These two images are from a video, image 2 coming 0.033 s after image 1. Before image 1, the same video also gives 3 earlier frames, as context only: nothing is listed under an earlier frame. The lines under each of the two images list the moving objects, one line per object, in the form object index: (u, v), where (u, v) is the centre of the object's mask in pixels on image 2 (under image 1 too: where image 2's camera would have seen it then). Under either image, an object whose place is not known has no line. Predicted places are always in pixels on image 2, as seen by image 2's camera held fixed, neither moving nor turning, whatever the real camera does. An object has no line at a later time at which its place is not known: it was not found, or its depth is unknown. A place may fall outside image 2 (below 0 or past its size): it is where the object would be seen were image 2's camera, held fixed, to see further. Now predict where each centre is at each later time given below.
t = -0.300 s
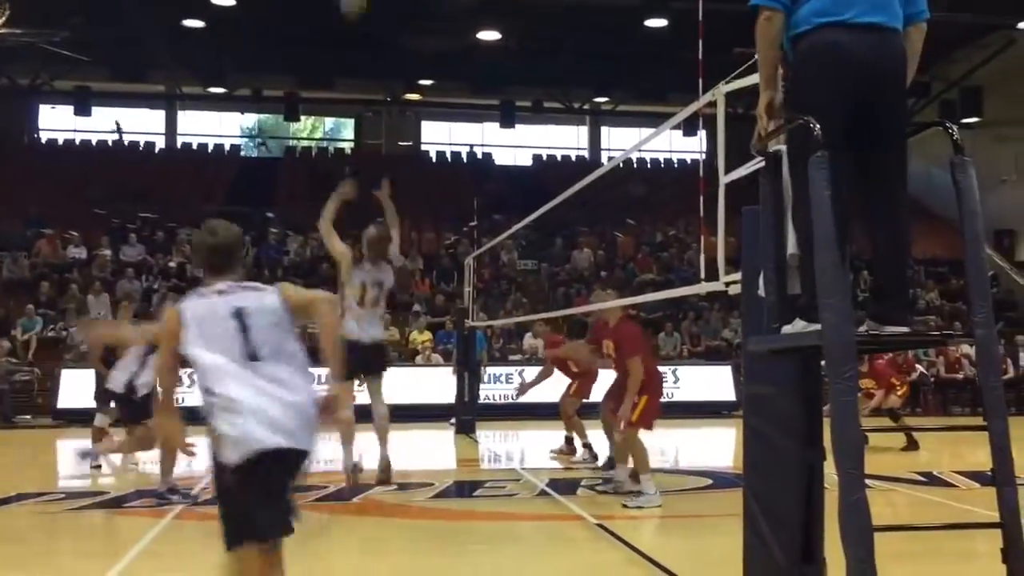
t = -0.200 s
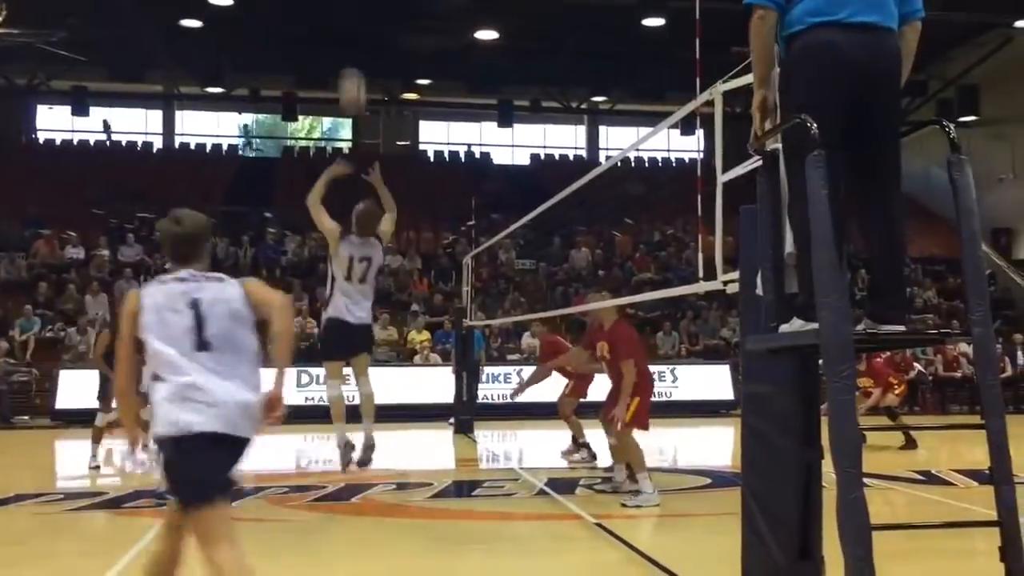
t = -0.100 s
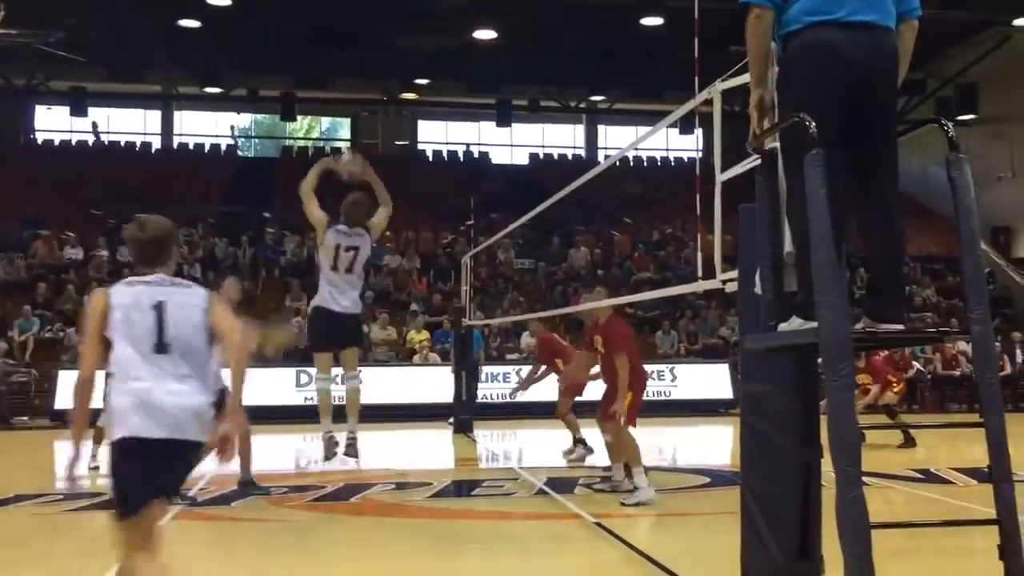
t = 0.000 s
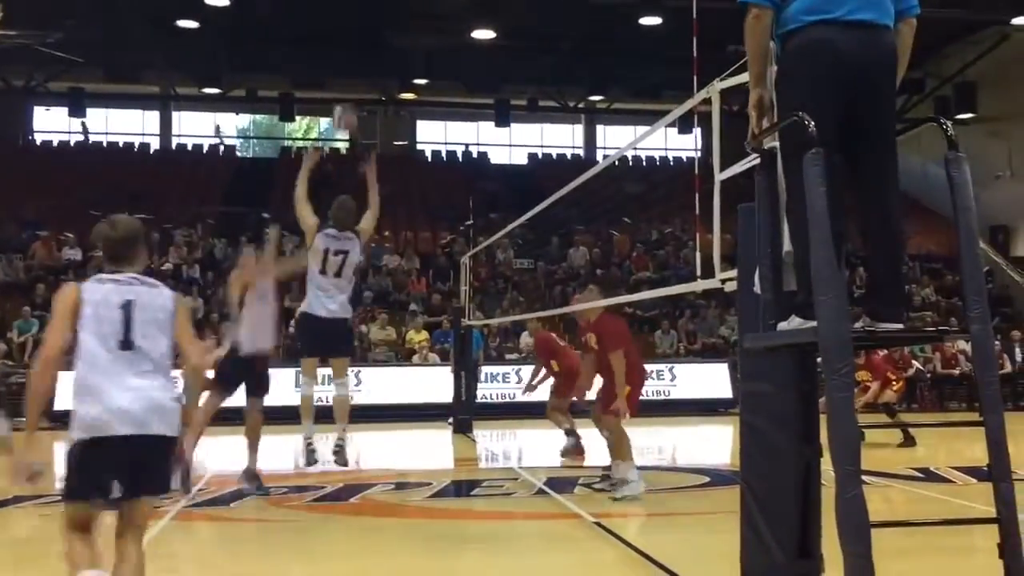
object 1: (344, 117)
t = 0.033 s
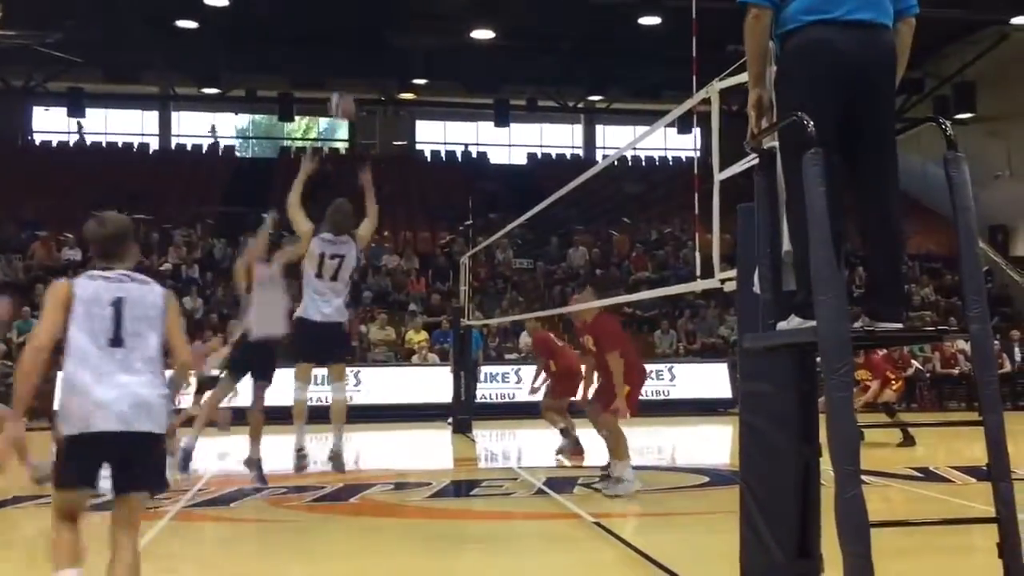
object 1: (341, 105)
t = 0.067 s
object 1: (339, 92)
